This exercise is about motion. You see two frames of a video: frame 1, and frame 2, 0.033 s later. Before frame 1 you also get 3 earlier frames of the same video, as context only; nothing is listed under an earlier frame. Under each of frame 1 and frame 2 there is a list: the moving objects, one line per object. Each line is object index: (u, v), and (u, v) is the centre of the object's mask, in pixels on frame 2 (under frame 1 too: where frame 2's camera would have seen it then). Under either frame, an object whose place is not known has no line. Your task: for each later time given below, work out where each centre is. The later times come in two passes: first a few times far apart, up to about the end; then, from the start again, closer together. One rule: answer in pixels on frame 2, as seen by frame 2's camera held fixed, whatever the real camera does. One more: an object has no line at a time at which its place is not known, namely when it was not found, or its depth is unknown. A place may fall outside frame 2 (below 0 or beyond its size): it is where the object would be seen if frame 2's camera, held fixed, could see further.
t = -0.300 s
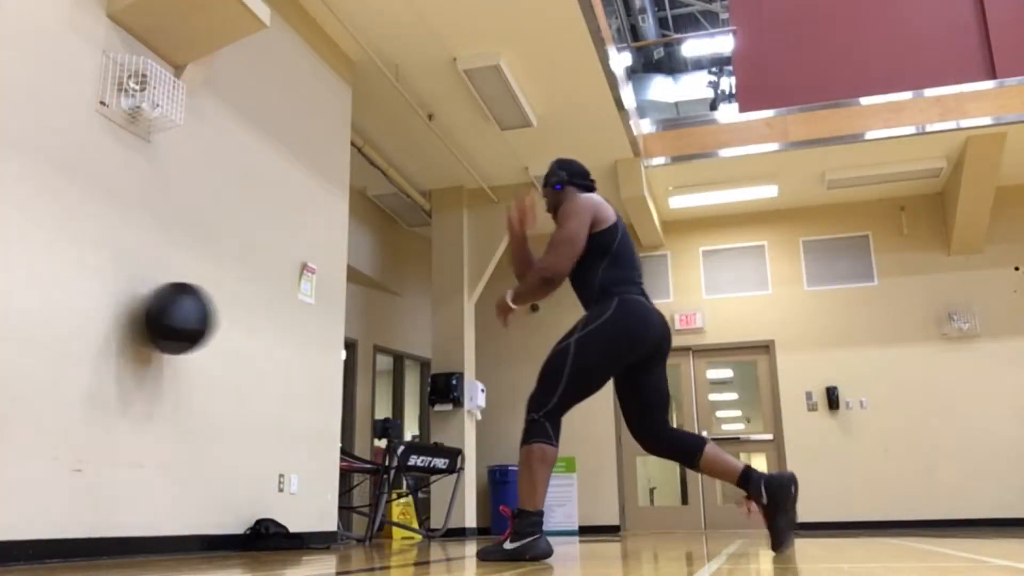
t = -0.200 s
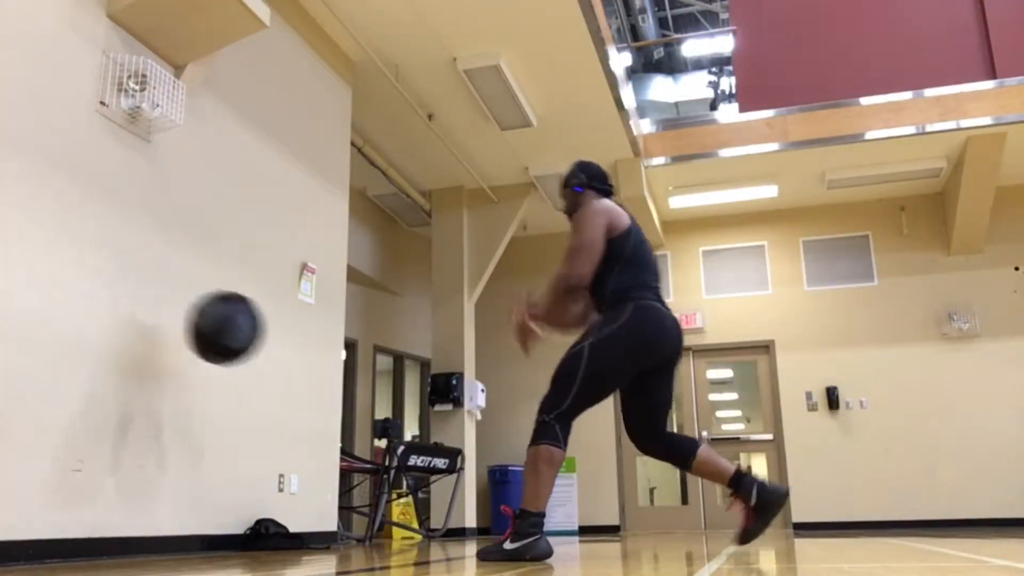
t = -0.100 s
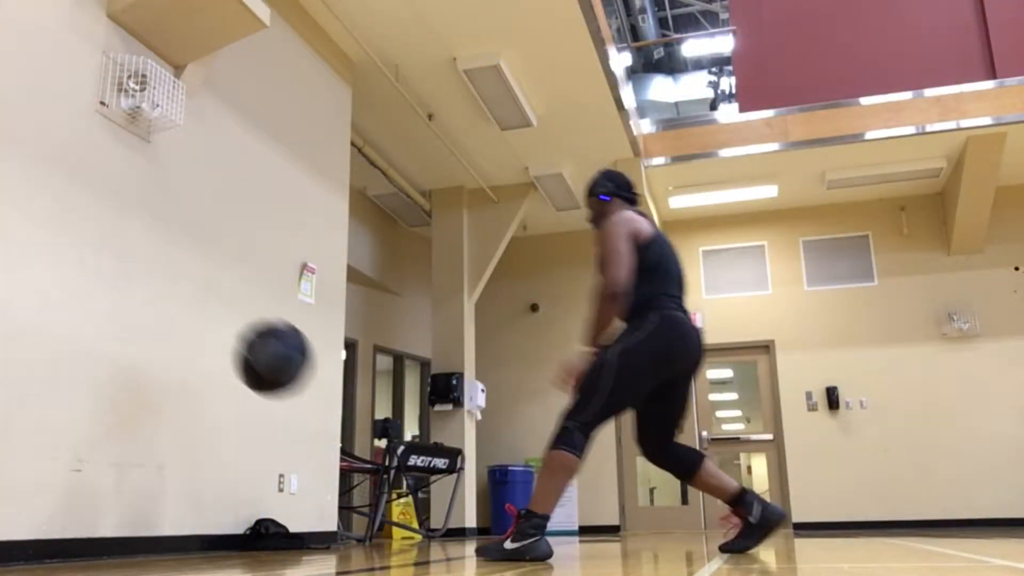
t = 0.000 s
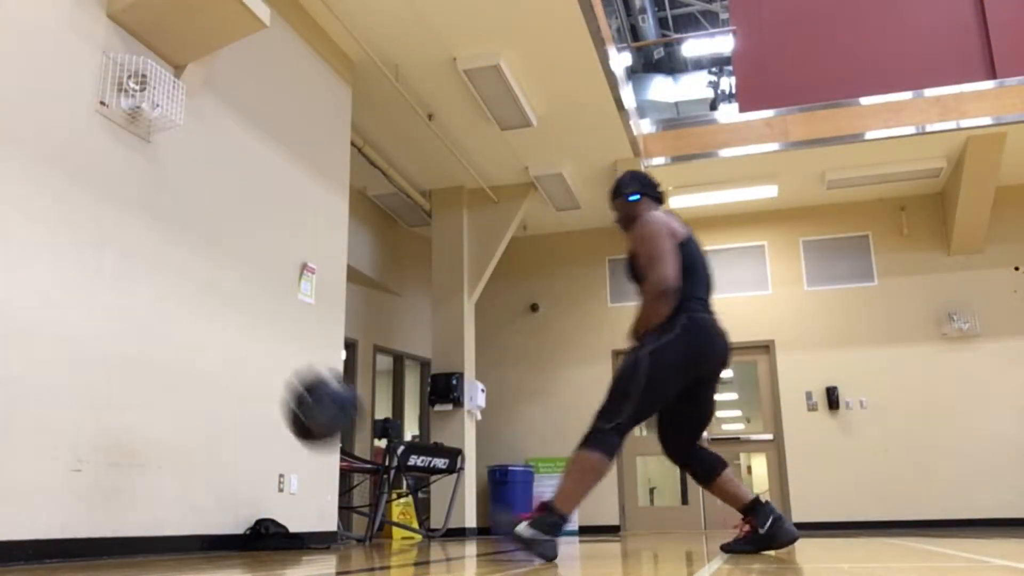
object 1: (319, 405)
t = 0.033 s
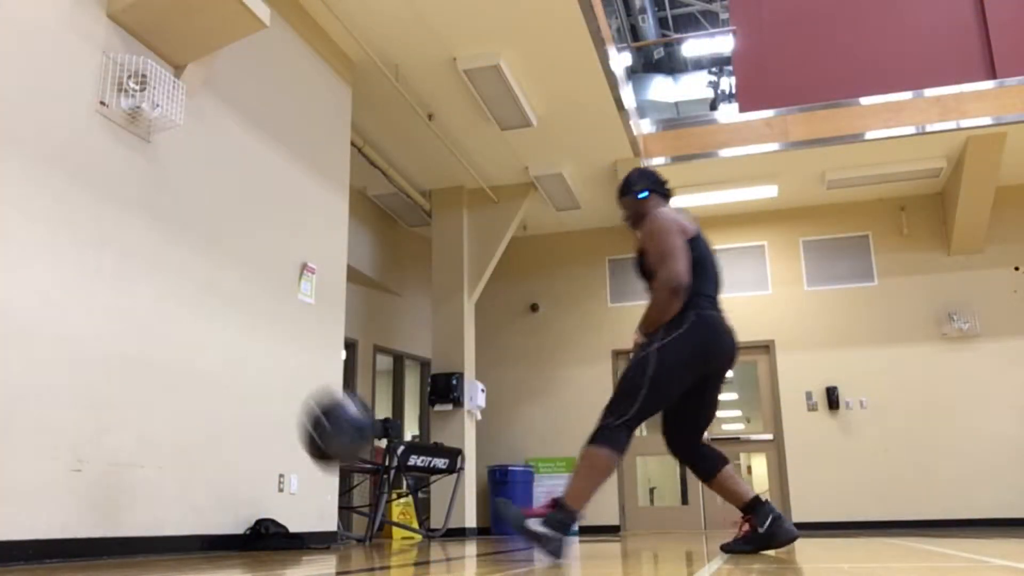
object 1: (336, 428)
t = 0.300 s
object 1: (436, 475)
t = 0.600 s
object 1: (530, 507)
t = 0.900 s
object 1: (597, 509)
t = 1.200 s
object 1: (629, 511)
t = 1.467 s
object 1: (645, 511)
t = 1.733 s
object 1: (649, 511)
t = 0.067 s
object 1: (354, 452)
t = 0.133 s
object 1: (391, 513)
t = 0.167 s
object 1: (403, 520)
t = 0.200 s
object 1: (410, 507)
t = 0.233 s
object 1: (418, 495)
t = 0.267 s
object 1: (428, 483)
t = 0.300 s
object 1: (436, 475)
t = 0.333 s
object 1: (445, 469)
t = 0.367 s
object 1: (454, 465)
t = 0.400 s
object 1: (465, 463)
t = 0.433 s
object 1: (475, 464)
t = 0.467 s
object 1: (486, 467)
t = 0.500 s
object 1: (497, 473)
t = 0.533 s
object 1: (508, 481)
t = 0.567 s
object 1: (519, 494)
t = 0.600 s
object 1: (530, 507)
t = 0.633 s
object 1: (543, 516)
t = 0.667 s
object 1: (550, 509)
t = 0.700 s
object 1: (557, 504)
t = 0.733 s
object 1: (565, 502)
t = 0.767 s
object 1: (572, 503)
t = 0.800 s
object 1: (580, 507)
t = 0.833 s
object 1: (587, 513)
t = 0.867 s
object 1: (592, 512)
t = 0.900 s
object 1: (597, 509)
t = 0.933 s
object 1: (602, 509)
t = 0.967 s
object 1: (606, 510)
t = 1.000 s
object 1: (611, 510)
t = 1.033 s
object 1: (614, 509)
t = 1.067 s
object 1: (617, 509)
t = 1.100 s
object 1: (621, 510)
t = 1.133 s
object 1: (624, 510)
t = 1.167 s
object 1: (627, 511)
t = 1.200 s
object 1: (629, 511)
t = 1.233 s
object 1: (632, 511)
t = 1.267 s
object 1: (634, 511)
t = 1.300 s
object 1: (636, 511)
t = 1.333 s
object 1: (639, 512)
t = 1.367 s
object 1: (641, 511)
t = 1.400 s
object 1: (643, 511)
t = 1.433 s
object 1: (644, 511)
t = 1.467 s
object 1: (645, 511)
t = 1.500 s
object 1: (647, 511)
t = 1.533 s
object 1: (648, 511)
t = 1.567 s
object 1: (648, 511)
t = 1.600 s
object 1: (649, 511)
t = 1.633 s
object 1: (649, 511)
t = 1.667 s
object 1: (649, 511)
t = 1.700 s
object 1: (649, 511)
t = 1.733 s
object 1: (649, 511)
